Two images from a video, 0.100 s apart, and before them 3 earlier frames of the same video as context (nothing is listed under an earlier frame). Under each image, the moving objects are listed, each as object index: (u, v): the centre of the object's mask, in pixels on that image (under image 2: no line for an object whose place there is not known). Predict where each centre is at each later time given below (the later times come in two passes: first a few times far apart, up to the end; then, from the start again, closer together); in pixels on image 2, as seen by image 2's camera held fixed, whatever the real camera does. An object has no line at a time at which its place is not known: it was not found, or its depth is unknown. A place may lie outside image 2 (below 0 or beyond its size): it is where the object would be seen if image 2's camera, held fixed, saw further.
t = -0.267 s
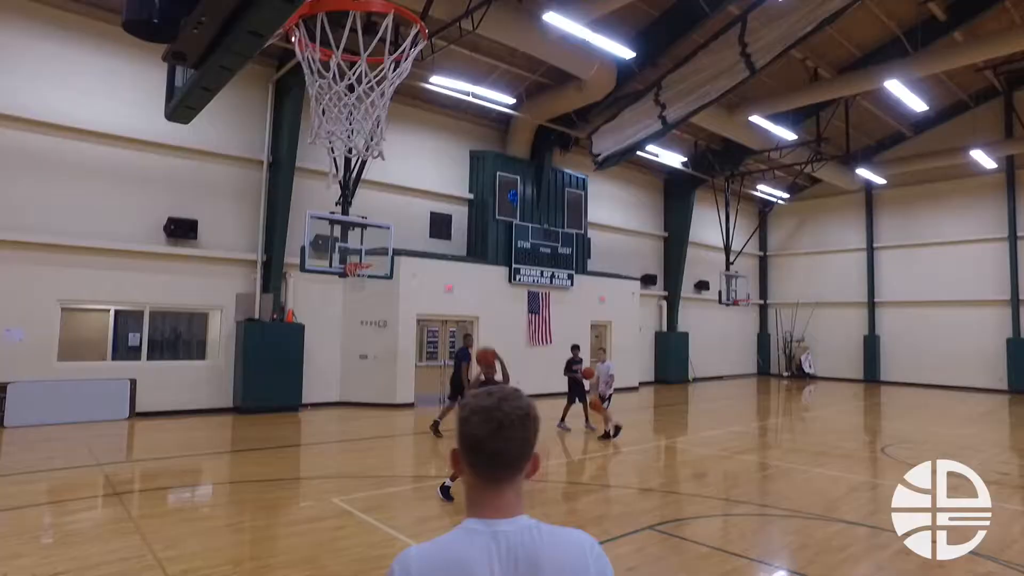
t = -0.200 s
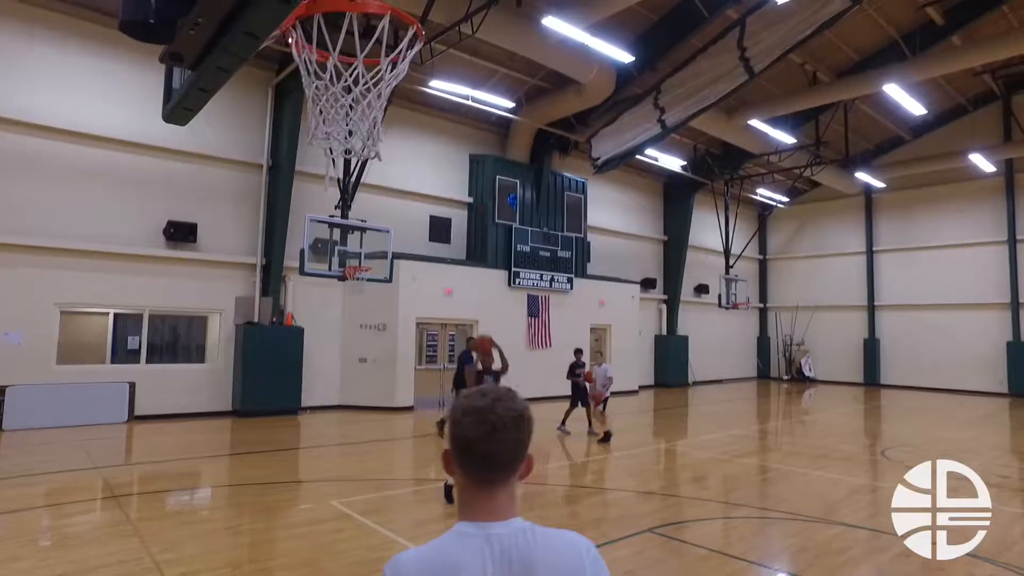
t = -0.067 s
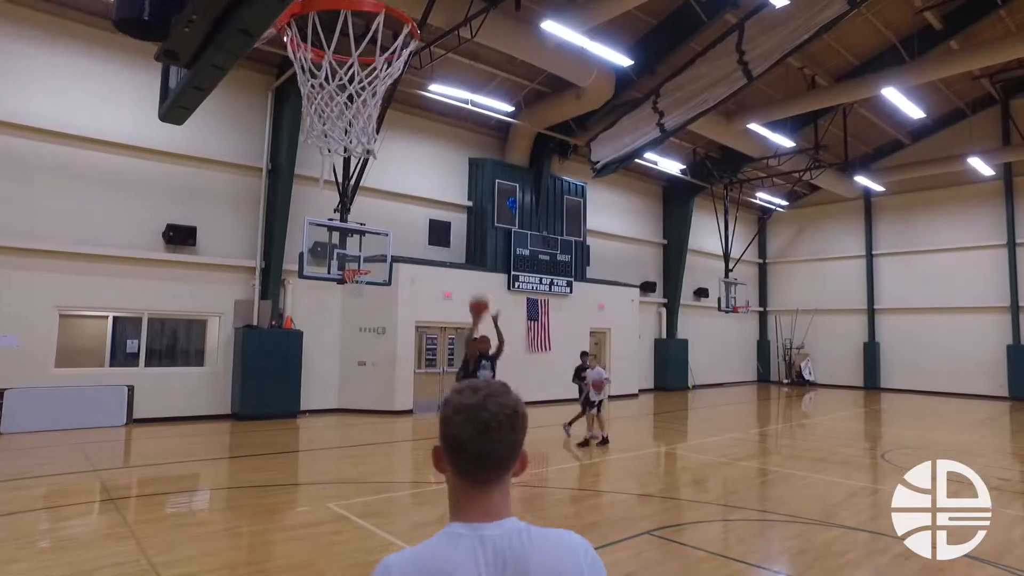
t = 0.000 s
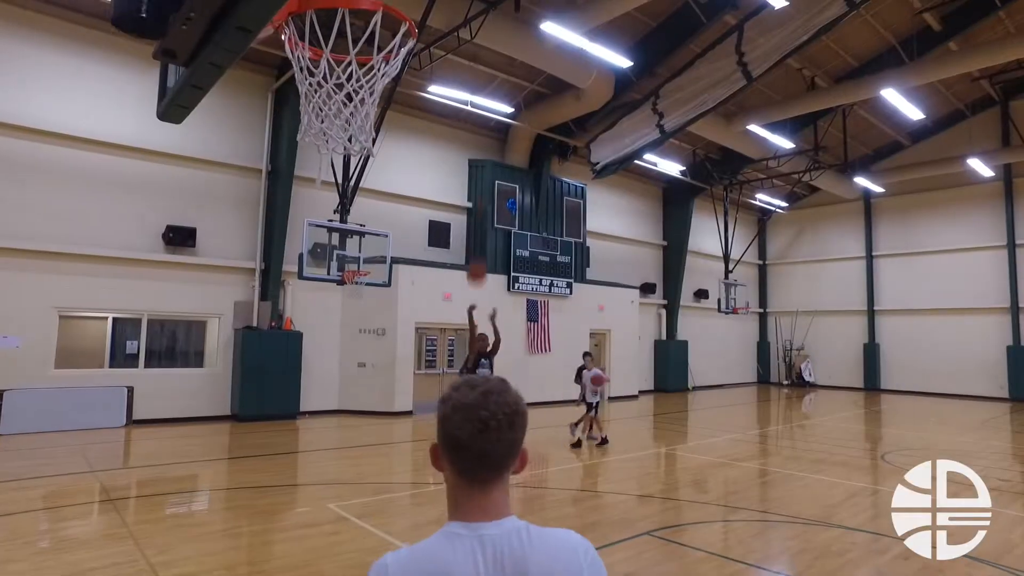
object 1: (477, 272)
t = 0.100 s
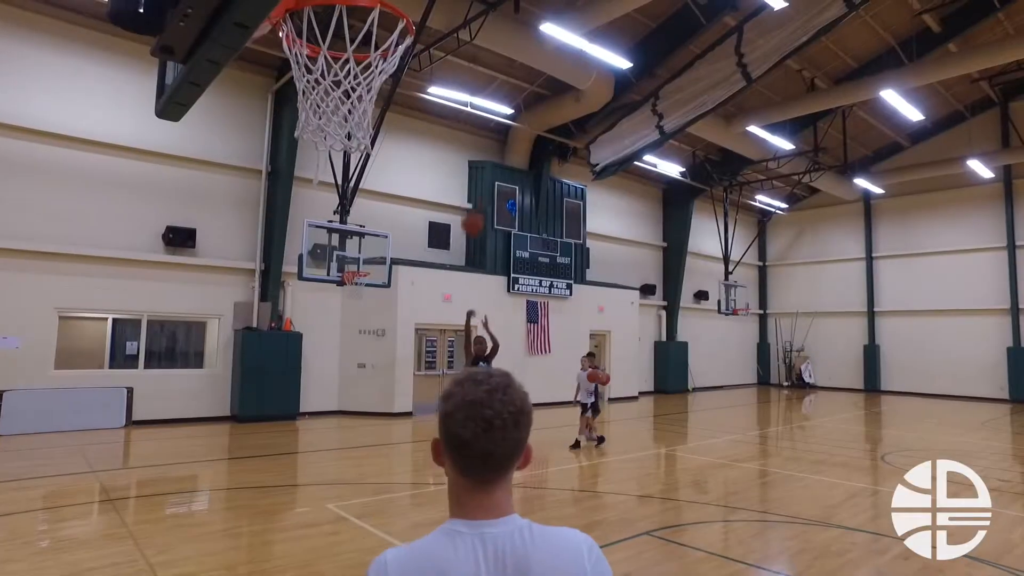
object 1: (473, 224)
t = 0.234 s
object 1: (466, 160)
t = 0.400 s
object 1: (455, 89)
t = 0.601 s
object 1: (436, 23)
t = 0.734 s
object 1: (420, 3)
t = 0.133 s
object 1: (472, 208)
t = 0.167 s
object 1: (470, 191)
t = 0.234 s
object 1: (466, 160)
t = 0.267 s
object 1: (463, 145)
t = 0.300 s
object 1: (462, 131)
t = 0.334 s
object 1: (460, 120)
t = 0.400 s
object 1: (455, 89)
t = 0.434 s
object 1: (455, 74)
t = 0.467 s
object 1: (449, 63)
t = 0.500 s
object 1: (448, 54)
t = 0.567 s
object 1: (439, 33)
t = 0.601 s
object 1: (436, 23)
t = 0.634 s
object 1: (434, 16)
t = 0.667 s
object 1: (429, 10)
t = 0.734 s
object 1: (420, 3)
